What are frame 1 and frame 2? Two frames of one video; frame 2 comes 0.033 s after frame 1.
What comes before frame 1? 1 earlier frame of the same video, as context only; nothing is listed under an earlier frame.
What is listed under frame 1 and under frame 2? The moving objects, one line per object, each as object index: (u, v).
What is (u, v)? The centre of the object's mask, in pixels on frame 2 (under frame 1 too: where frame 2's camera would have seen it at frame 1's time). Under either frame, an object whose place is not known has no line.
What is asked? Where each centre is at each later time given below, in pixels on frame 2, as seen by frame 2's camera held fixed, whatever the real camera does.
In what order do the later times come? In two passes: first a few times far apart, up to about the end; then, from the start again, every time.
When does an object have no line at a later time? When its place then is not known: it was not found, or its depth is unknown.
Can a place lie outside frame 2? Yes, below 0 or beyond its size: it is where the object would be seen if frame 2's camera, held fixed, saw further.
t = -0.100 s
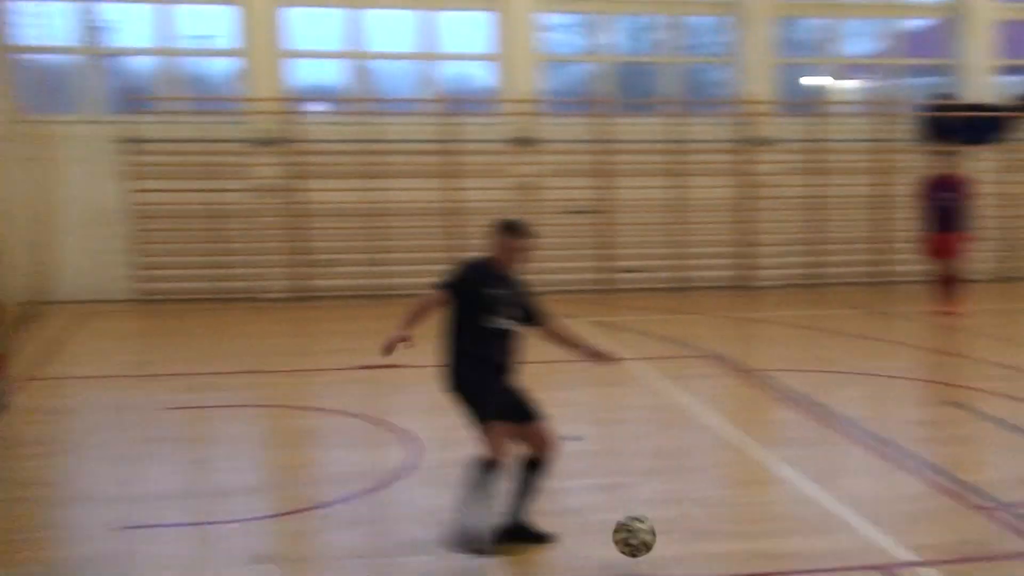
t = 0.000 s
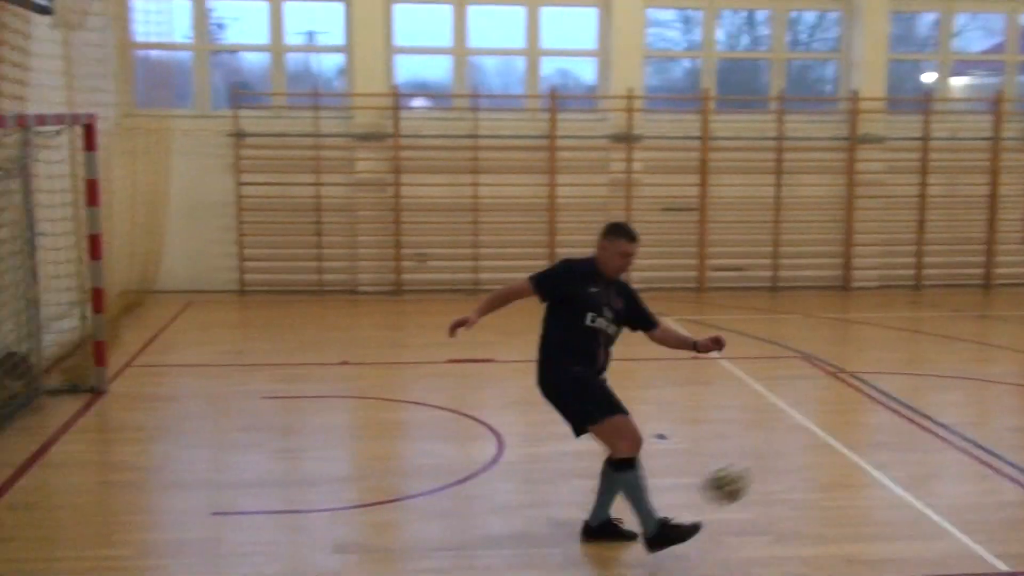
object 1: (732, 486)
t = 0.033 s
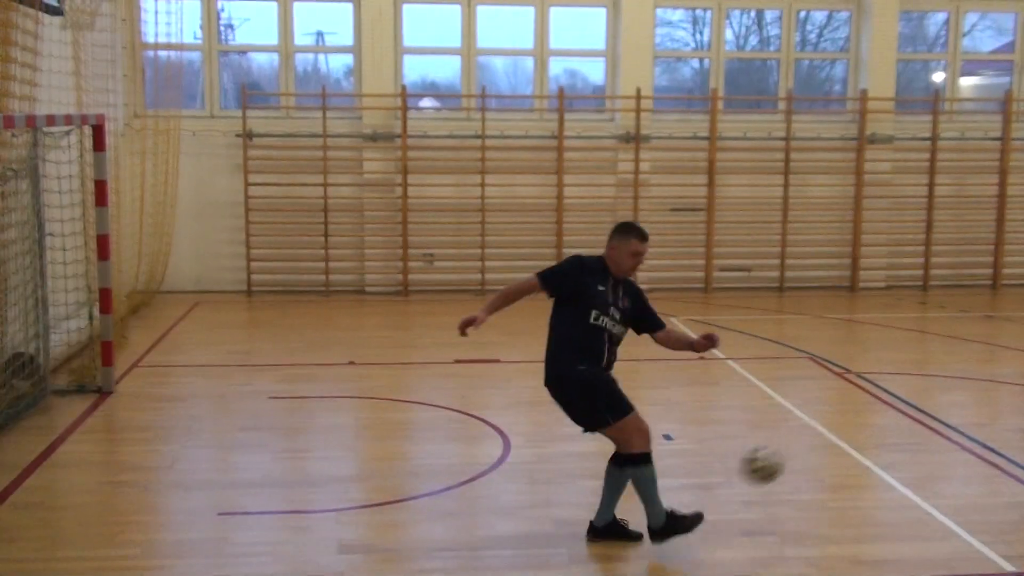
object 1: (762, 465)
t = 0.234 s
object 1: (891, 409)
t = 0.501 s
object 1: (978, 372)
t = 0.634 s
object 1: (1001, 357)
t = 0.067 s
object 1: (788, 450)
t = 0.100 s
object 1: (812, 436)
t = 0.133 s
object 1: (835, 426)
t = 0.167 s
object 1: (856, 418)
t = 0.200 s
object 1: (874, 412)
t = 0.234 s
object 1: (891, 409)
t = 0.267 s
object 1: (907, 408)
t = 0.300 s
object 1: (921, 408)
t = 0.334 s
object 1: (933, 410)
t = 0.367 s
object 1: (944, 403)
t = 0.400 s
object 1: (954, 391)
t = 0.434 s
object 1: (963, 382)
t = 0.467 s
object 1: (969, 376)
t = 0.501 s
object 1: (978, 372)
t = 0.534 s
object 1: (984, 368)
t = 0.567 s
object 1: (990, 365)
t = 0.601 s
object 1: (996, 363)
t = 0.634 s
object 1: (1001, 357)
